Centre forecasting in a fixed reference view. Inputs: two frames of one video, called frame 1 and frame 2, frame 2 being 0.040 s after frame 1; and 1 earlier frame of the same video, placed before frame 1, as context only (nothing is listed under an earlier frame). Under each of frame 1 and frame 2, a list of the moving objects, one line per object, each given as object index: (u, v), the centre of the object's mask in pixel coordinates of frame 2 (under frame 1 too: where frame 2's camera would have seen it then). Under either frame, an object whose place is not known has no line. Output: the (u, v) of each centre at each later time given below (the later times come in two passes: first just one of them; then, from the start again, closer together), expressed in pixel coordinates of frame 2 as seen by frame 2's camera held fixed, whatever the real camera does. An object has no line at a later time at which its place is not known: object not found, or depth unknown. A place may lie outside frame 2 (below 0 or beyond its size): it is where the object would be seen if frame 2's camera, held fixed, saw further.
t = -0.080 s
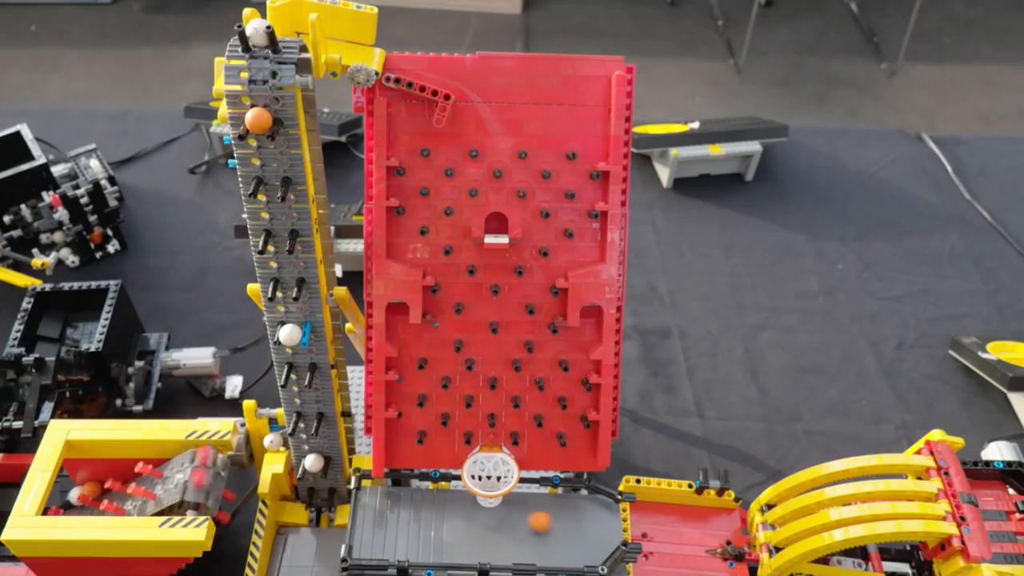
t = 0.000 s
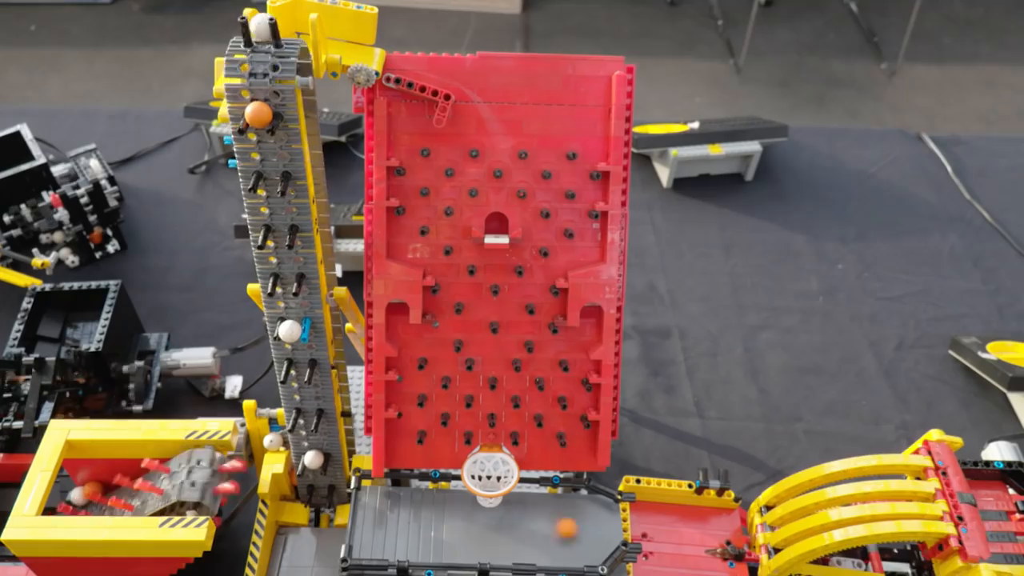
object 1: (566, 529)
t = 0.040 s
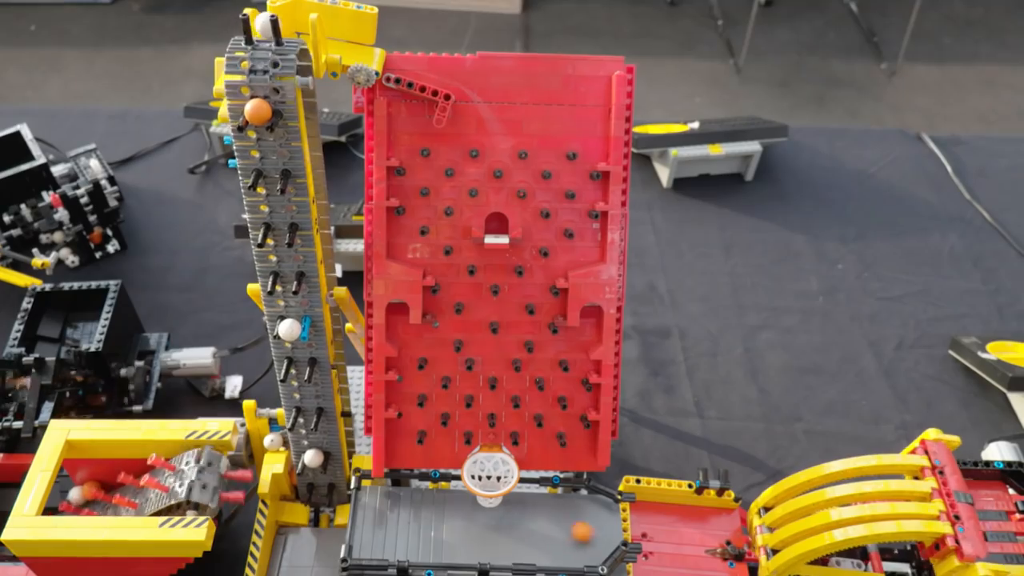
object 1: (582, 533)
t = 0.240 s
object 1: (661, 563)
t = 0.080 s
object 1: (597, 537)
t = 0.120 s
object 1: (612, 539)
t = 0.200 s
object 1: (647, 556)
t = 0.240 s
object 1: (661, 563)
